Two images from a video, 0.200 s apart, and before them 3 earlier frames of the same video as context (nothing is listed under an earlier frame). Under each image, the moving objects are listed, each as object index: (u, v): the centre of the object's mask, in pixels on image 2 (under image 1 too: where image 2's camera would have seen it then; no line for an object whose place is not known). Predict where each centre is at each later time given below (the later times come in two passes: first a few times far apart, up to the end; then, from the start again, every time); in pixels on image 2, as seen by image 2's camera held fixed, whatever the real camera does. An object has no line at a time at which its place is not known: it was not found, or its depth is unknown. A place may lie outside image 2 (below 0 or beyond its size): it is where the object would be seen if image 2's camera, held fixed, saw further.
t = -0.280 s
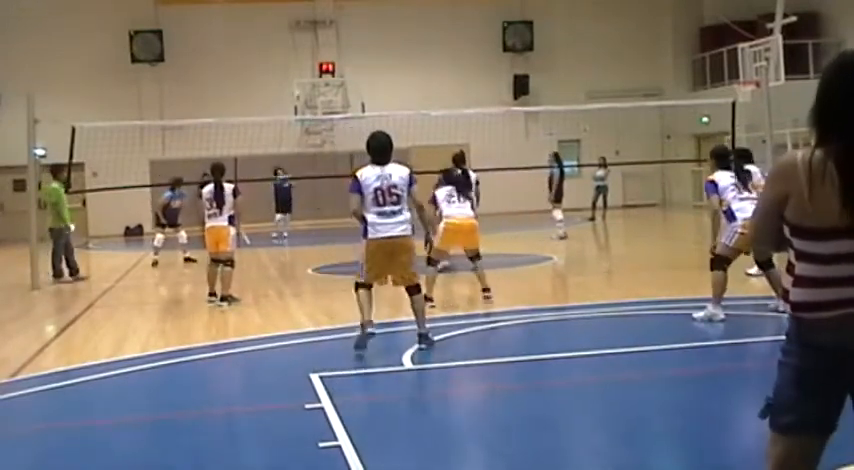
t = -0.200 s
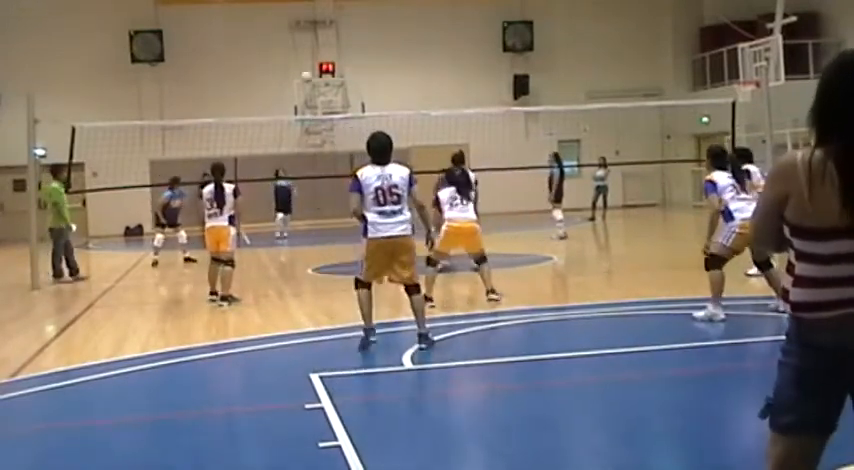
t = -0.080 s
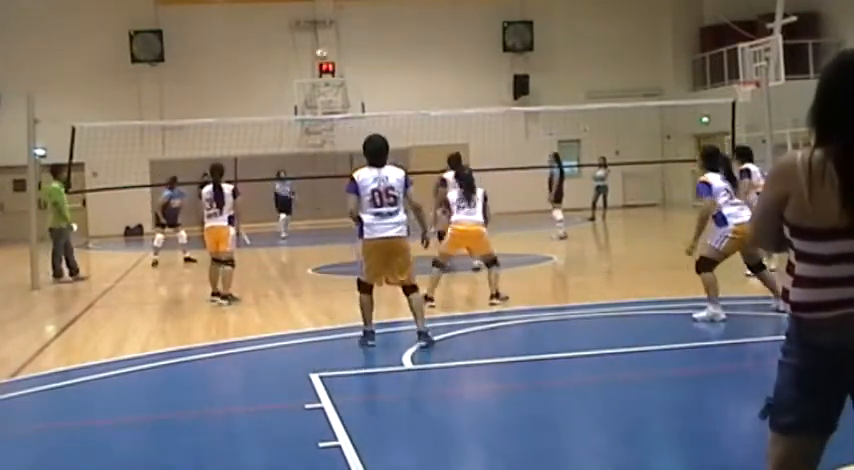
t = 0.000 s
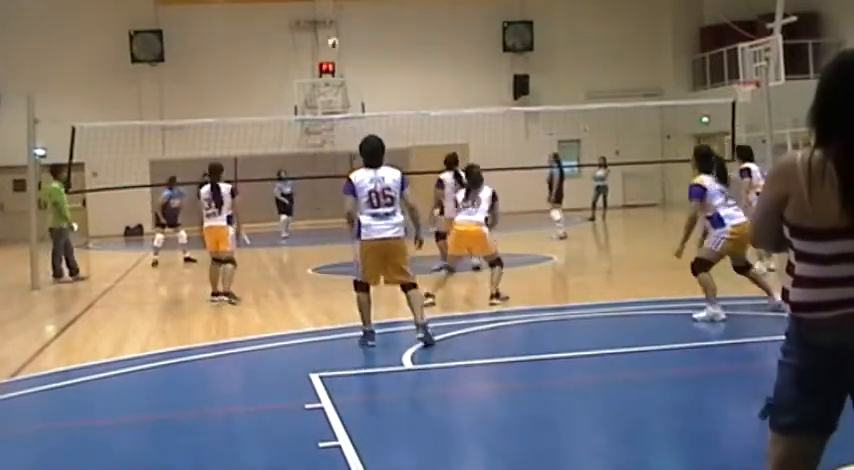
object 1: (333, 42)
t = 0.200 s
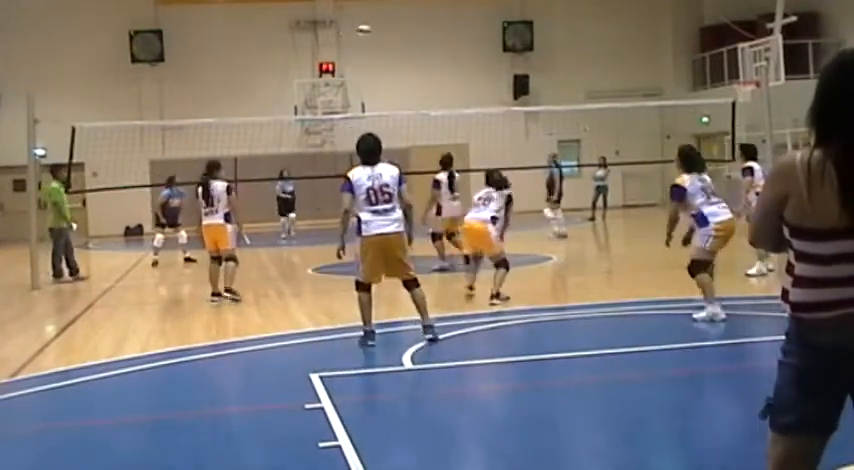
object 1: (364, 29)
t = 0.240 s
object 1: (370, 30)
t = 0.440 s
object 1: (408, 47)
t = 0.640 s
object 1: (453, 100)
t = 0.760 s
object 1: (481, 150)
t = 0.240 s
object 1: (370, 30)
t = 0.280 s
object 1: (377, 31)
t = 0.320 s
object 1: (385, 34)
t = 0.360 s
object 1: (393, 36)
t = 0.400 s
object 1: (399, 41)
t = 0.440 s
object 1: (408, 47)
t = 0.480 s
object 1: (417, 53)
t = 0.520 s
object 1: (425, 62)
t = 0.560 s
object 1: (433, 74)
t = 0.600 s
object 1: (441, 86)
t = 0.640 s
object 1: (453, 100)
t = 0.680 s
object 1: (462, 118)
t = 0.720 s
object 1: (471, 132)
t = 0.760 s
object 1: (481, 150)
